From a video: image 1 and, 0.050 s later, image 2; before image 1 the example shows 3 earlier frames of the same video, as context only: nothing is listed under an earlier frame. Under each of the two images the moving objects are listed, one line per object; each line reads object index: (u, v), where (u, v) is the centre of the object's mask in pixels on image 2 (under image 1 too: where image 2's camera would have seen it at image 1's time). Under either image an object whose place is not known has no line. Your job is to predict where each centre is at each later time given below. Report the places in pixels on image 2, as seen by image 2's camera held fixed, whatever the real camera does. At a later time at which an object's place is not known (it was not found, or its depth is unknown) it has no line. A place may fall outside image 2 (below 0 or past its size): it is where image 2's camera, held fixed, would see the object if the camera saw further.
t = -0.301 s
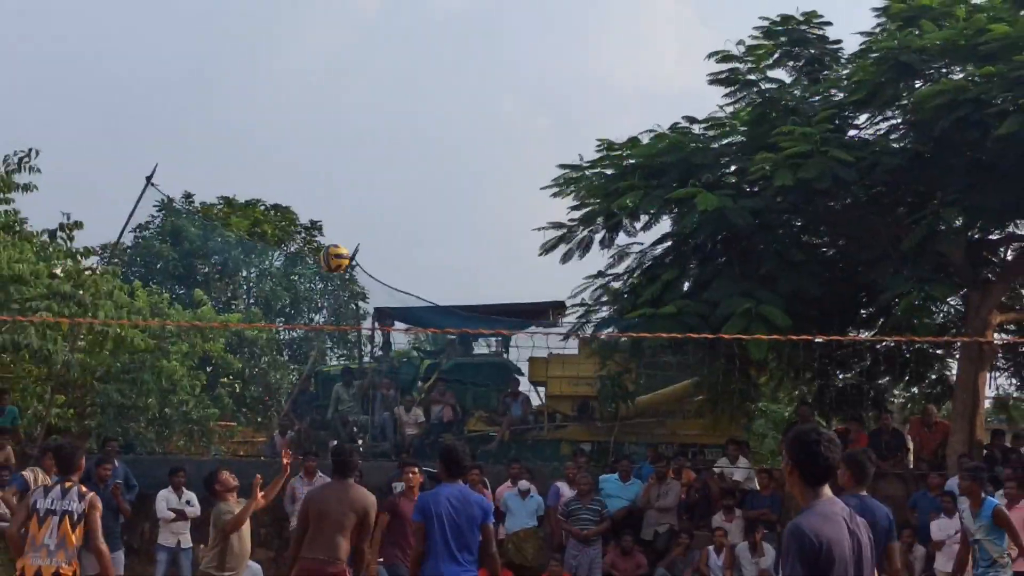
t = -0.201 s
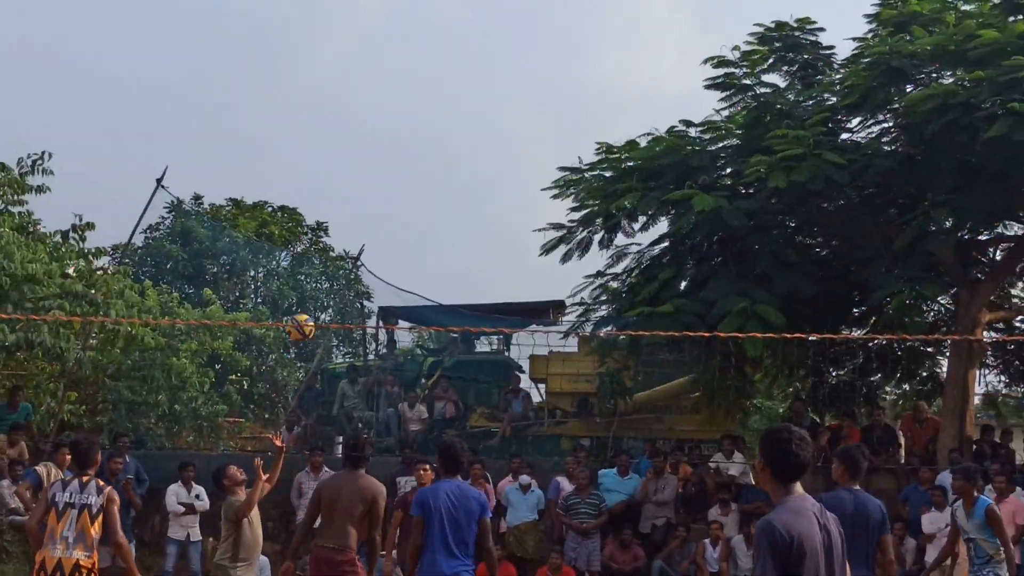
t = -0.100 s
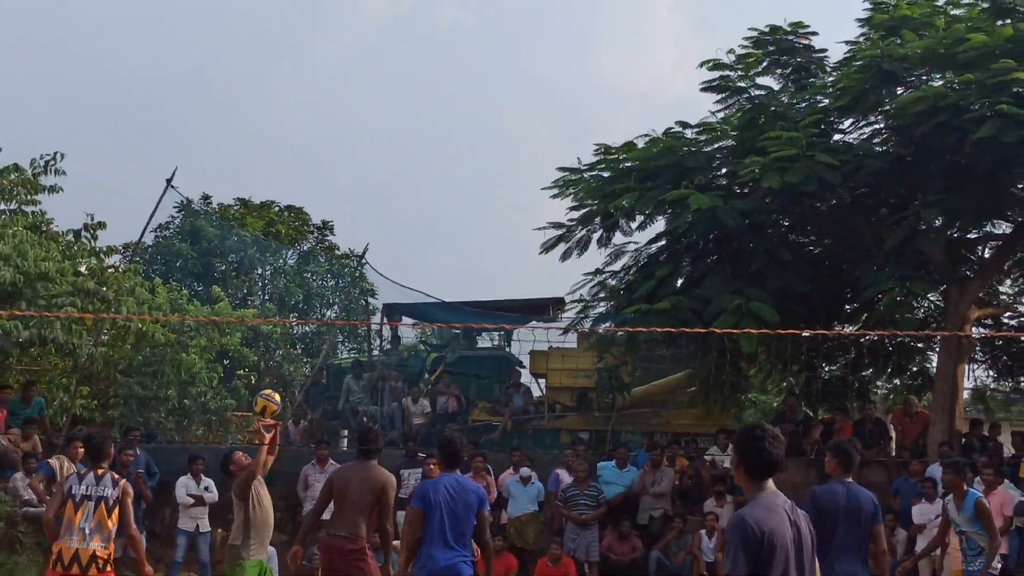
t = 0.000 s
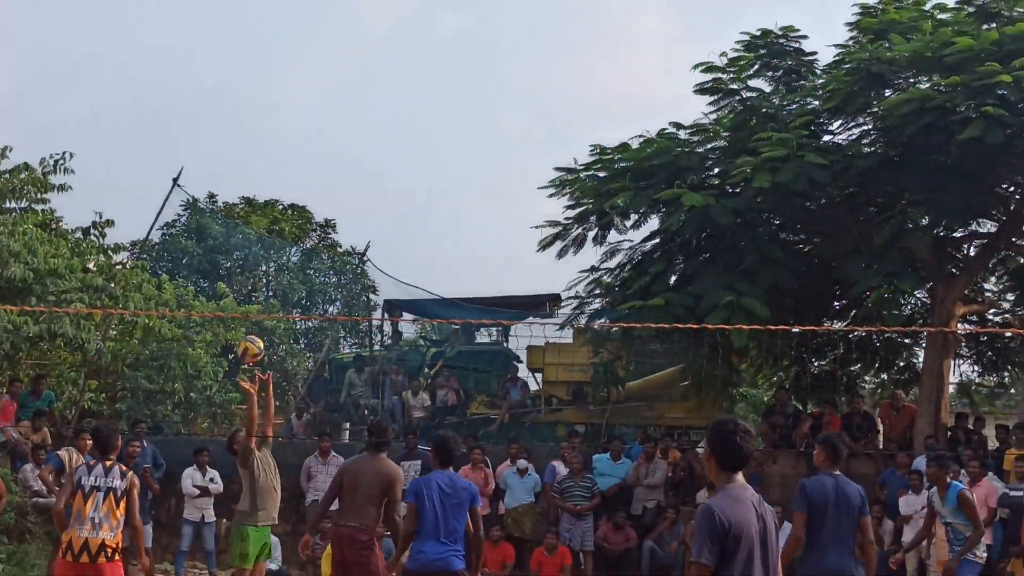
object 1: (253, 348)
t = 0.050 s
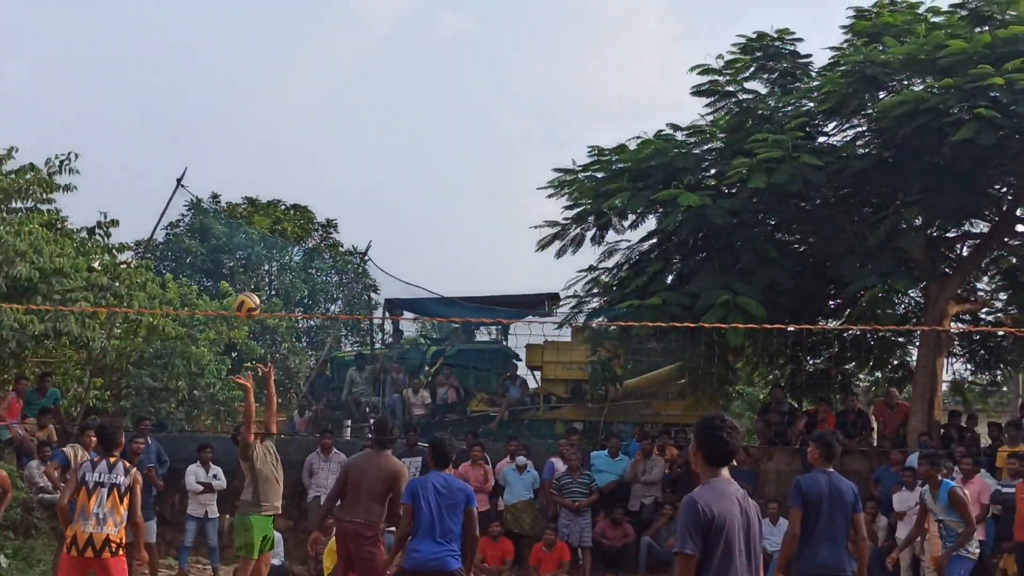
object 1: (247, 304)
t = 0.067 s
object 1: (245, 292)
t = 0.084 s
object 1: (242, 279)
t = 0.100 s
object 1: (240, 266)
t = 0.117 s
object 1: (238, 254)
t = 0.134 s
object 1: (236, 243)
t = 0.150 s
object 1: (234, 232)
